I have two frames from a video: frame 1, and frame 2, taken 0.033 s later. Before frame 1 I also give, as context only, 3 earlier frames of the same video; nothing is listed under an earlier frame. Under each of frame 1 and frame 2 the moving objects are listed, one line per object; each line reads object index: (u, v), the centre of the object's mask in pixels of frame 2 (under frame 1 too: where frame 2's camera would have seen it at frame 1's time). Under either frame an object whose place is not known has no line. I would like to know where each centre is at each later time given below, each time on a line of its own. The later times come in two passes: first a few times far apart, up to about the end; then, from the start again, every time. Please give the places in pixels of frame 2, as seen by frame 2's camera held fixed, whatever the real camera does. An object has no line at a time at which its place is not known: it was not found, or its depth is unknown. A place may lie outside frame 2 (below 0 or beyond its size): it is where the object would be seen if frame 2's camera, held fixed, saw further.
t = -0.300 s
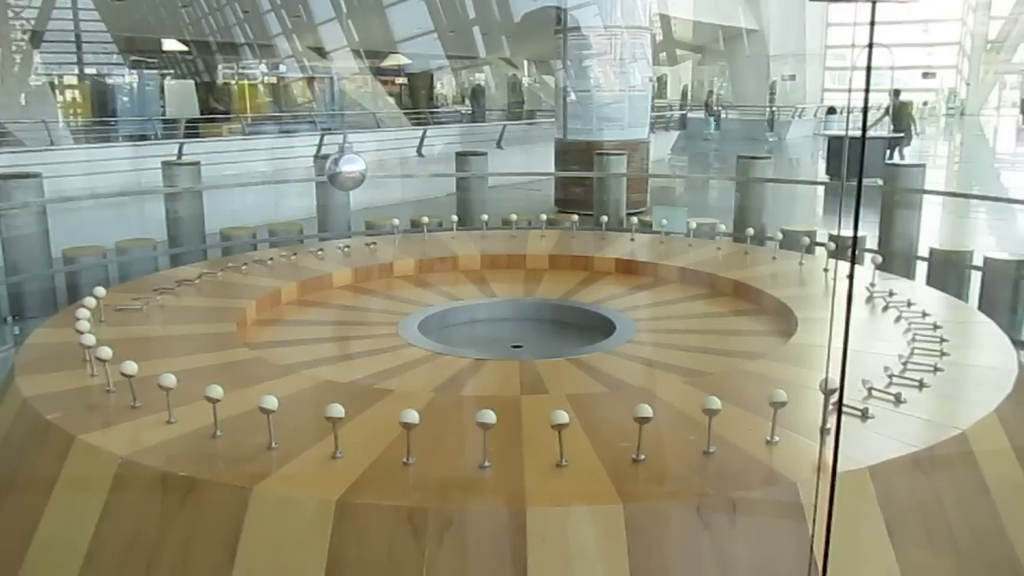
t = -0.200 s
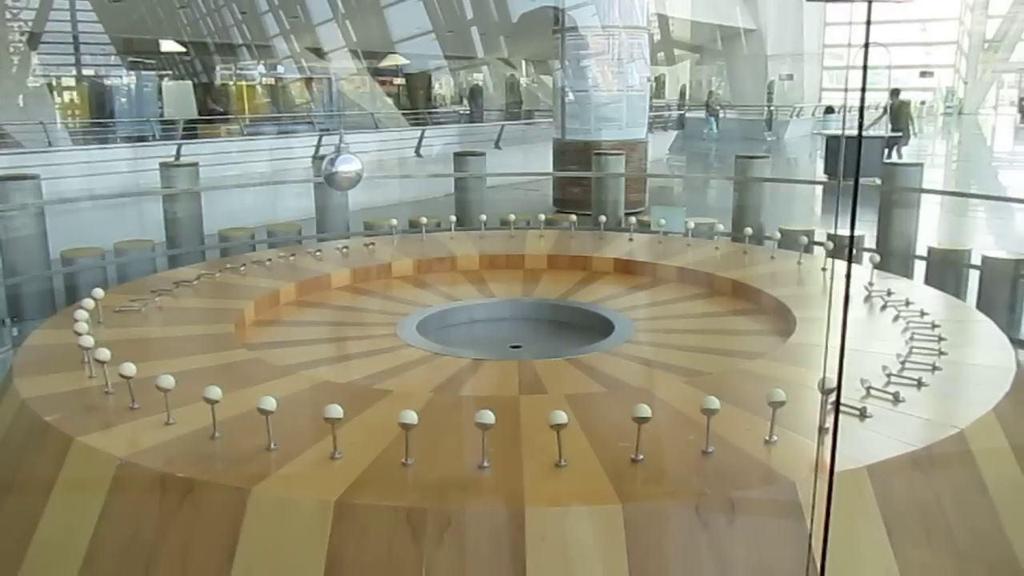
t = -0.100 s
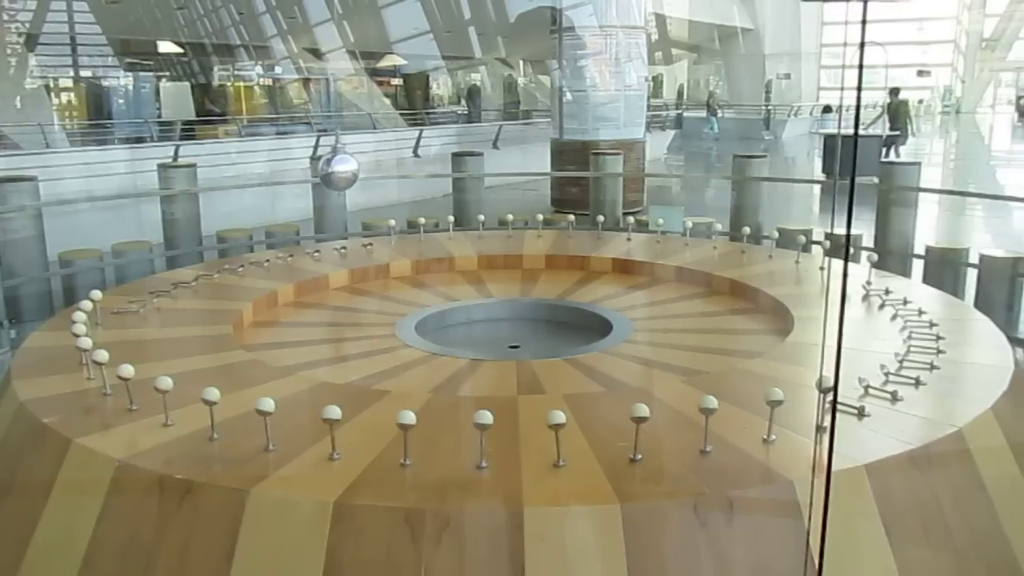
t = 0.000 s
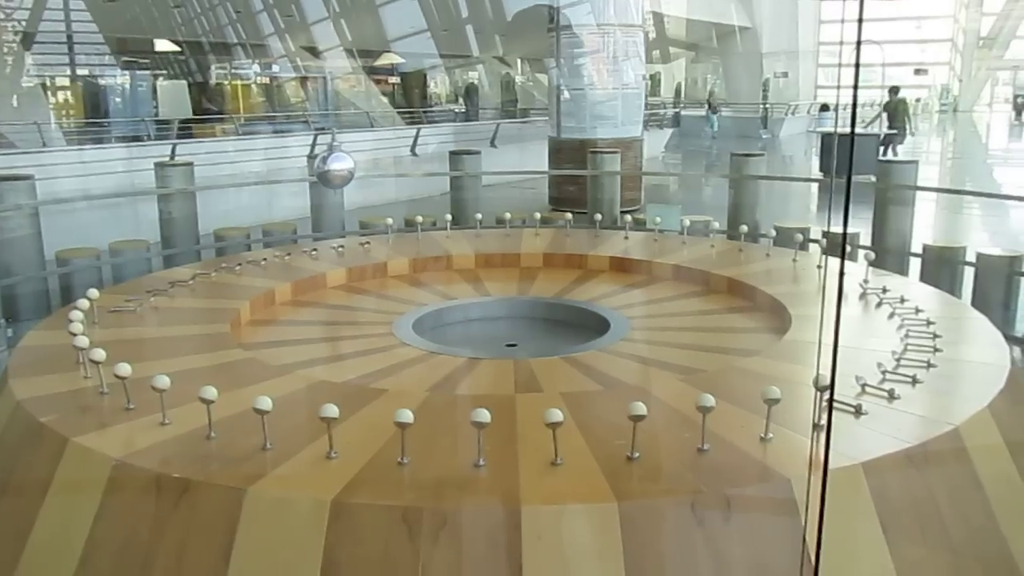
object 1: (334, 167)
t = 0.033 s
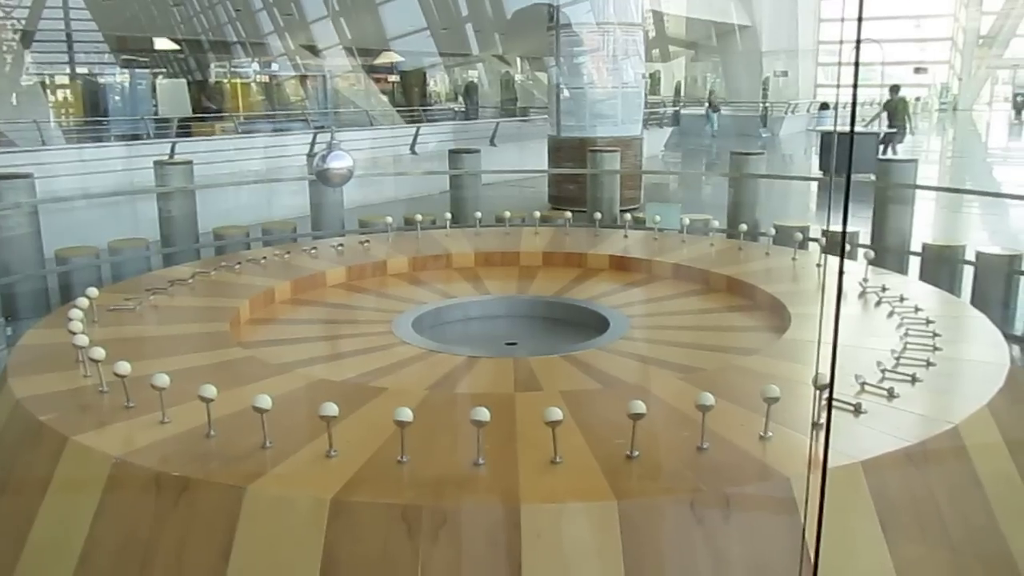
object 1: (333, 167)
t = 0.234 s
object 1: (332, 167)
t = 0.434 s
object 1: (332, 168)
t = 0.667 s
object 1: (335, 168)
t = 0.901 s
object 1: (340, 170)
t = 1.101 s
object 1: (346, 173)
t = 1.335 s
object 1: (355, 177)
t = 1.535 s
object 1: (365, 181)
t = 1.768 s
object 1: (378, 185)
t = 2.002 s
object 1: (395, 190)
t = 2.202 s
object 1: (411, 196)
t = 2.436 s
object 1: (434, 203)
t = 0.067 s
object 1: (333, 167)
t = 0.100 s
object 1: (333, 167)
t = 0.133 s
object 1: (332, 167)
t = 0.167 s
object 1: (332, 167)
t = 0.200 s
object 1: (332, 166)
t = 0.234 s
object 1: (332, 167)
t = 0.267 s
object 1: (332, 166)
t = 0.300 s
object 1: (332, 167)
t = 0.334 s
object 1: (332, 167)
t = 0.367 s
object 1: (332, 167)
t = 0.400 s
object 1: (332, 167)
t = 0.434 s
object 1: (332, 168)
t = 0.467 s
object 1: (333, 168)
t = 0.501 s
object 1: (333, 168)
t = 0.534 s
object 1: (334, 168)
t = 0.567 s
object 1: (334, 168)
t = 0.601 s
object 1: (334, 168)
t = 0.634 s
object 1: (335, 168)
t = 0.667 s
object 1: (335, 168)
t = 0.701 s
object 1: (336, 169)
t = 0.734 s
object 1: (337, 169)
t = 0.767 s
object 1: (337, 169)
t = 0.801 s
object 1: (338, 169)
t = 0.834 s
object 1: (339, 170)
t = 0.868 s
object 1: (339, 170)
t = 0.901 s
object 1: (340, 170)
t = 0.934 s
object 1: (341, 171)
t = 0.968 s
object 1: (342, 171)
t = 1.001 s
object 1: (343, 172)
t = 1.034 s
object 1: (344, 172)
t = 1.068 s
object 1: (345, 173)
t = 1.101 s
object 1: (346, 173)
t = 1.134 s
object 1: (347, 173)
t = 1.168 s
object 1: (348, 174)
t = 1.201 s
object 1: (350, 174)
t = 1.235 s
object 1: (351, 175)
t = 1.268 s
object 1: (352, 175)
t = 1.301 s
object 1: (354, 176)
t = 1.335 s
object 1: (355, 177)
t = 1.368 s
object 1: (357, 178)
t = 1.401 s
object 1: (358, 178)
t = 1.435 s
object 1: (360, 179)
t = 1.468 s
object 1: (361, 180)
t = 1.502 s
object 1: (363, 180)
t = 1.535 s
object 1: (365, 181)
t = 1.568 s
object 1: (366, 182)
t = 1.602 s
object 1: (368, 182)
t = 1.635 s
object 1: (370, 182)
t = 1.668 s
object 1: (372, 183)
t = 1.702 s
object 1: (374, 184)
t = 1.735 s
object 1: (376, 185)
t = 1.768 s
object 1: (378, 185)
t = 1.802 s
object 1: (381, 186)
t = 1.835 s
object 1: (383, 187)
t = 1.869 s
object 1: (385, 187)
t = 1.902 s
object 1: (387, 188)
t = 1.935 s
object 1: (390, 189)
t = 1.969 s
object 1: (392, 190)
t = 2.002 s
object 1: (395, 190)
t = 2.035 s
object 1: (398, 191)
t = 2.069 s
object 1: (400, 192)
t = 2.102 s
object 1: (403, 194)
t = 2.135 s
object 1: (406, 194)
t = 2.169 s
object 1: (409, 195)
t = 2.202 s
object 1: (411, 196)
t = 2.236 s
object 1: (415, 197)
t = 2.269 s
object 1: (417, 198)
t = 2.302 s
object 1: (420, 199)
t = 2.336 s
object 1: (424, 200)
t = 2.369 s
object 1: (427, 201)
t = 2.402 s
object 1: (430, 202)
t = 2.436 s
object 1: (434, 203)
